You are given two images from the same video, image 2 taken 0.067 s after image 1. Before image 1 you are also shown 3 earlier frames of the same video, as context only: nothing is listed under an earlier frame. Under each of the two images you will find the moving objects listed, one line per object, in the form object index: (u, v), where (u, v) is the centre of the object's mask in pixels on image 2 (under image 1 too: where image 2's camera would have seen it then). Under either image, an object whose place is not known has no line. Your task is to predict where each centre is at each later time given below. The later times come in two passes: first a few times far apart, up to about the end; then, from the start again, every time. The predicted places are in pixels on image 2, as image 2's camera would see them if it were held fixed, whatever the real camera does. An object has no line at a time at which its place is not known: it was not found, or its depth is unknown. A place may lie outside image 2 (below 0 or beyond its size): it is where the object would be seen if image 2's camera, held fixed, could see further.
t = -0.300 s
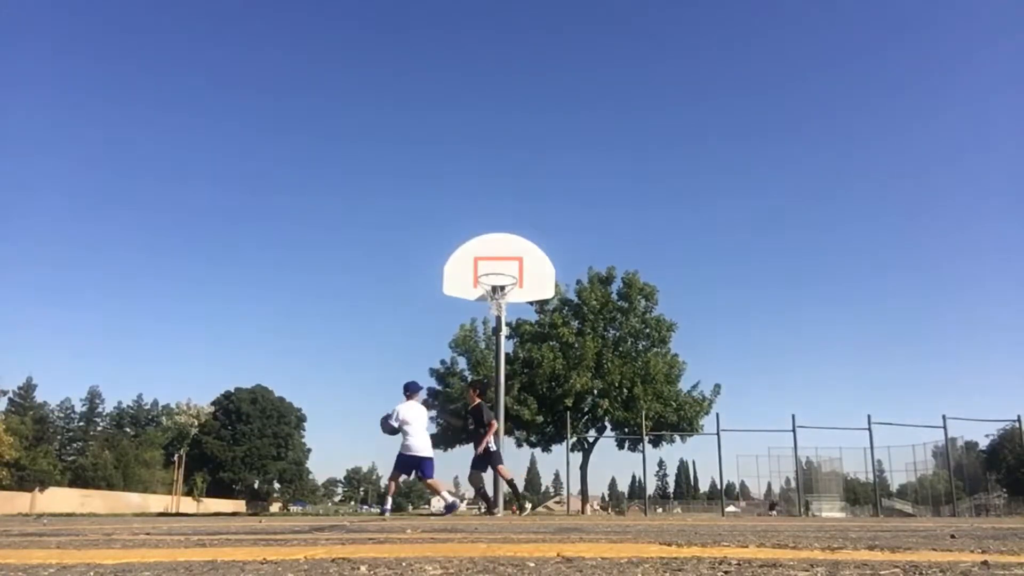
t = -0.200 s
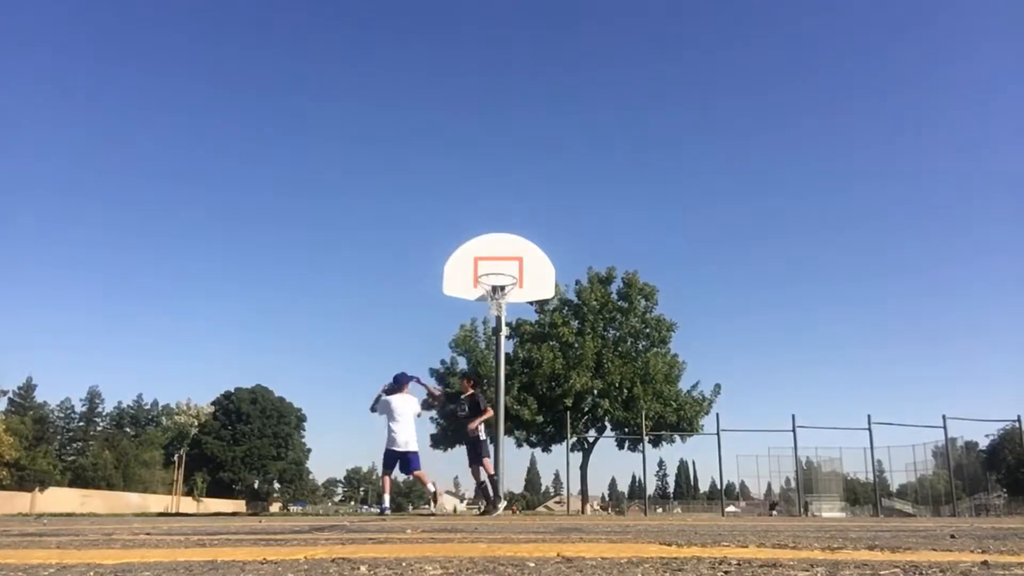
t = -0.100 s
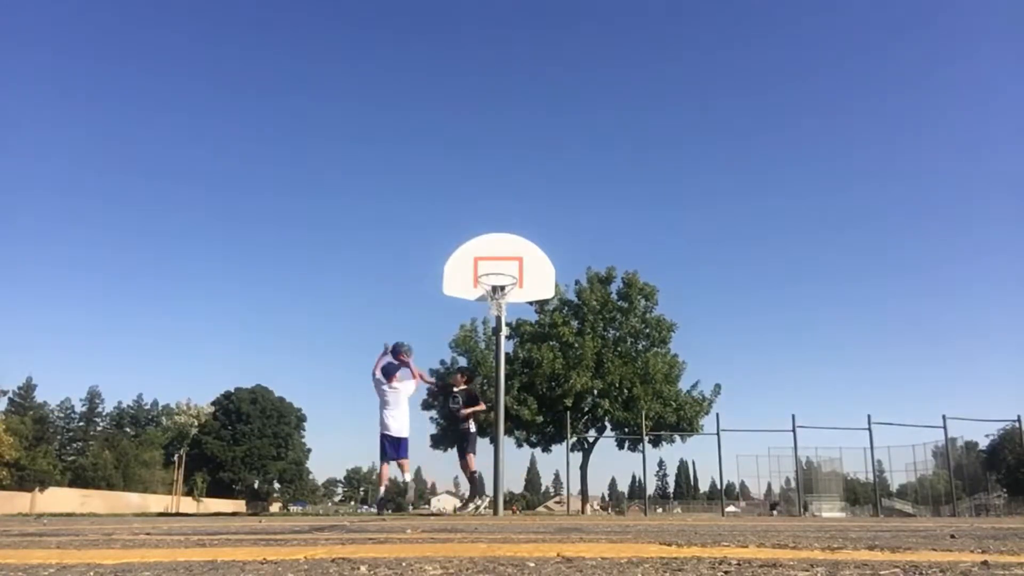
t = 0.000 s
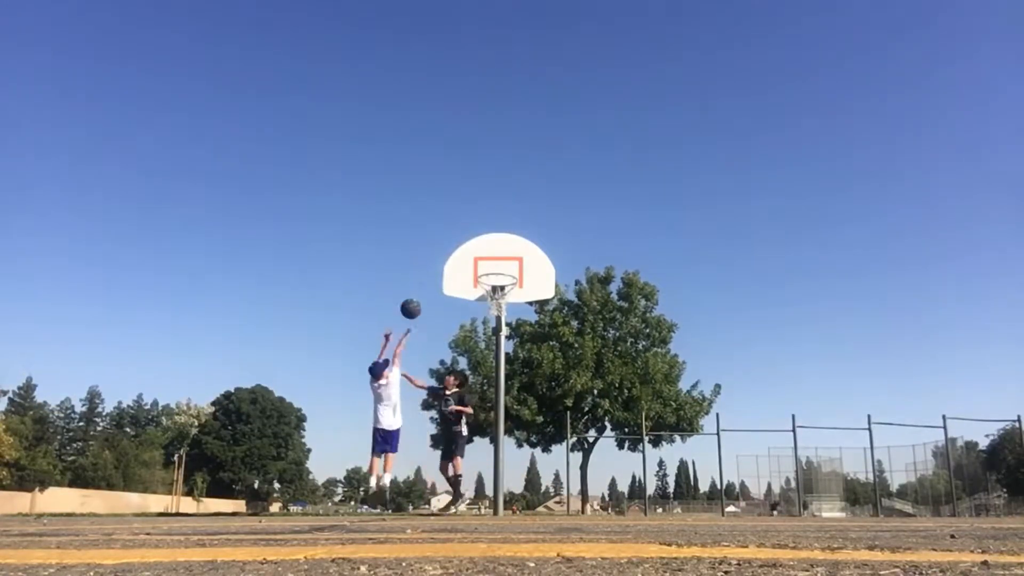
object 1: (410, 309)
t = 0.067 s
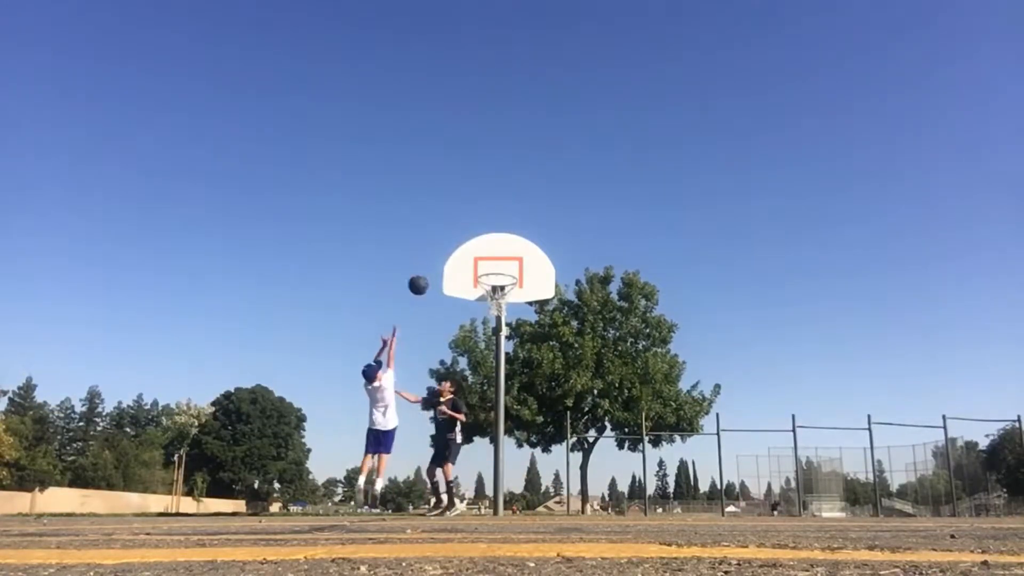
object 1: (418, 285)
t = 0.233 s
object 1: (436, 244)
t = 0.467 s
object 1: (459, 226)
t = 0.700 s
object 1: (480, 251)
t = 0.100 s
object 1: (422, 275)
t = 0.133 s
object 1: (426, 266)
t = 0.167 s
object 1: (429, 257)
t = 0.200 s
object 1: (433, 250)
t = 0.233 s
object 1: (436, 244)
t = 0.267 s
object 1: (440, 239)
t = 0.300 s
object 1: (443, 234)
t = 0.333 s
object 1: (446, 231)
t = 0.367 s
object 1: (449, 228)
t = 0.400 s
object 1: (453, 227)
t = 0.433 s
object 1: (456, 226)
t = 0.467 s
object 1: (459, 226)
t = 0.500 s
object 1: (462, 227)
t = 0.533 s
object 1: (465, 229)
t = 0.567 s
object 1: (468, 232)
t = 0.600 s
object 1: (470, 235)
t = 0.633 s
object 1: (474, 239)
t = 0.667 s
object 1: (477, 244)
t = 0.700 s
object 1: (480, 251)
